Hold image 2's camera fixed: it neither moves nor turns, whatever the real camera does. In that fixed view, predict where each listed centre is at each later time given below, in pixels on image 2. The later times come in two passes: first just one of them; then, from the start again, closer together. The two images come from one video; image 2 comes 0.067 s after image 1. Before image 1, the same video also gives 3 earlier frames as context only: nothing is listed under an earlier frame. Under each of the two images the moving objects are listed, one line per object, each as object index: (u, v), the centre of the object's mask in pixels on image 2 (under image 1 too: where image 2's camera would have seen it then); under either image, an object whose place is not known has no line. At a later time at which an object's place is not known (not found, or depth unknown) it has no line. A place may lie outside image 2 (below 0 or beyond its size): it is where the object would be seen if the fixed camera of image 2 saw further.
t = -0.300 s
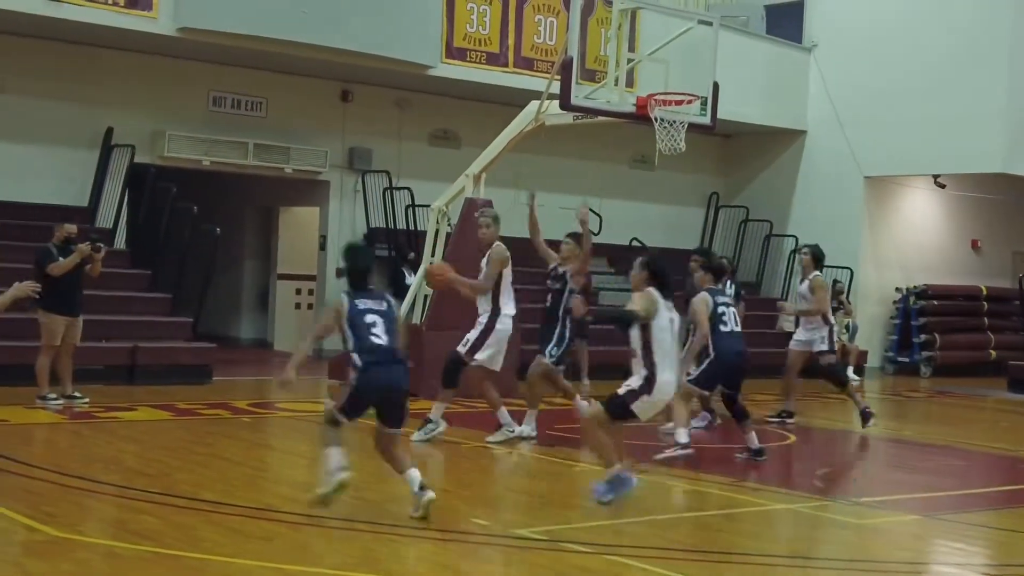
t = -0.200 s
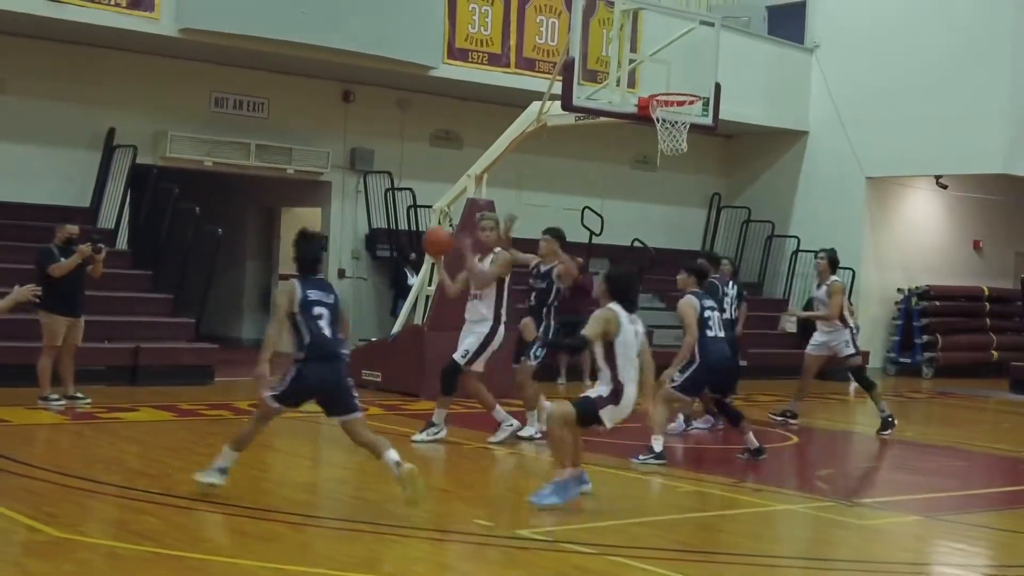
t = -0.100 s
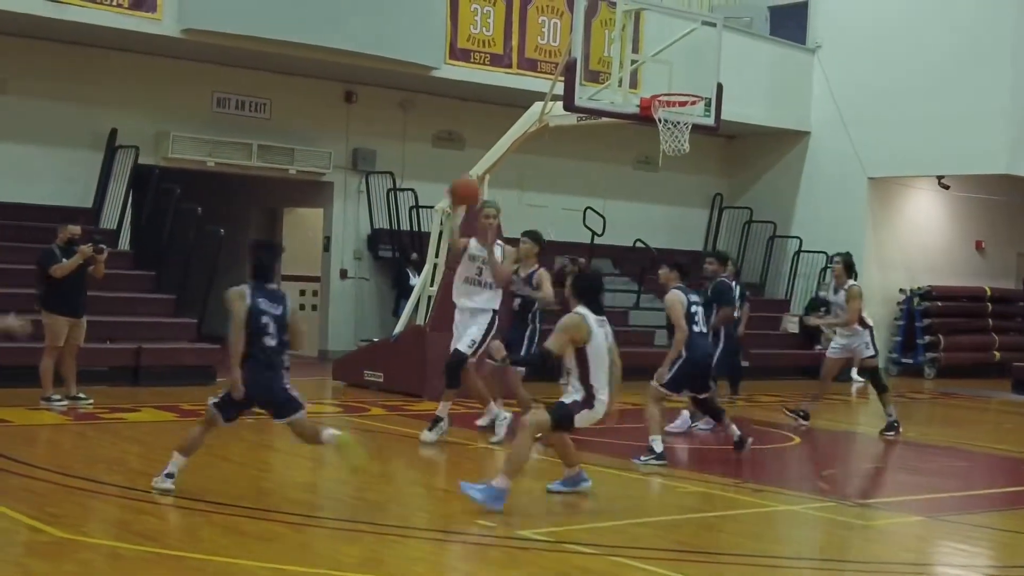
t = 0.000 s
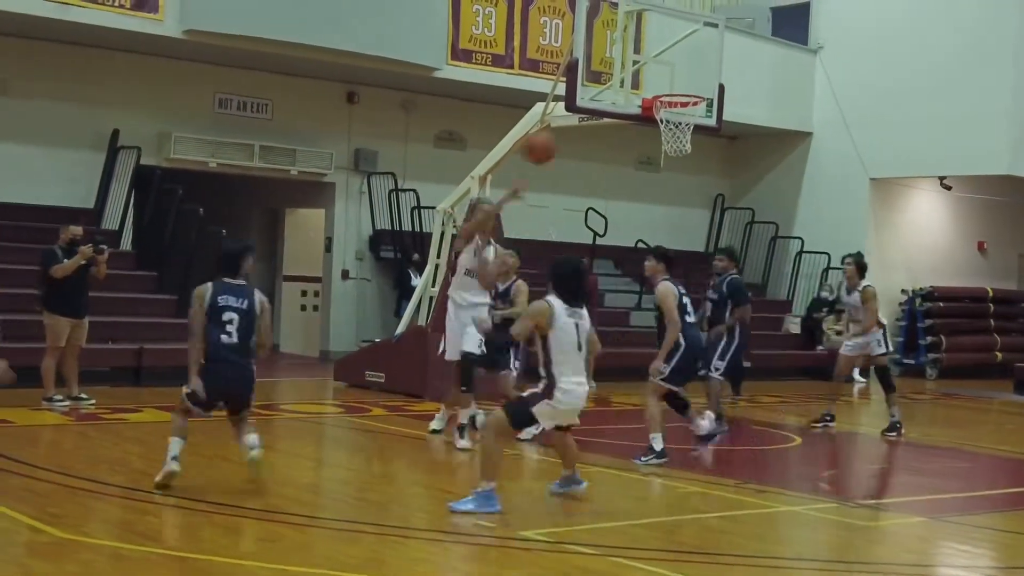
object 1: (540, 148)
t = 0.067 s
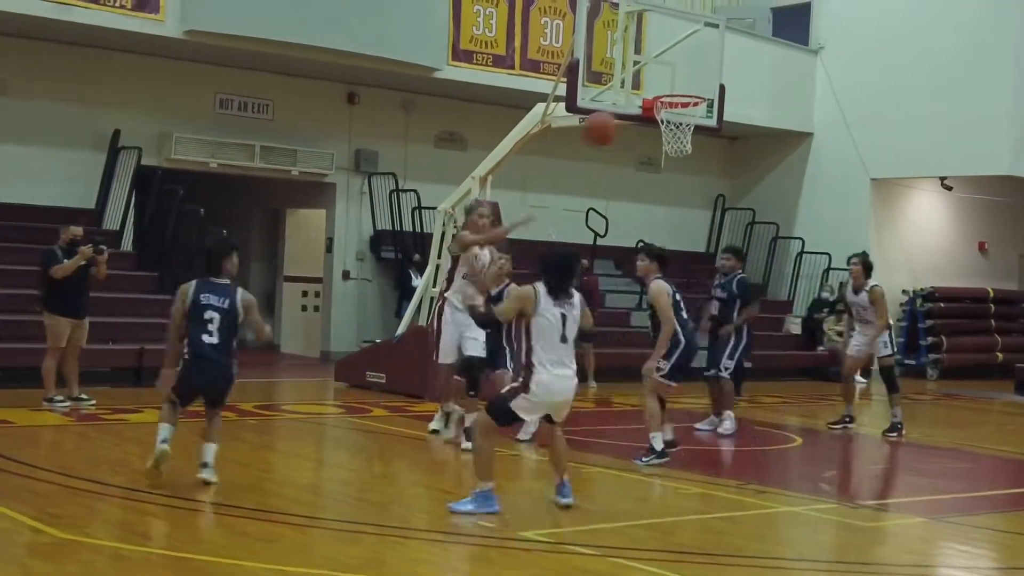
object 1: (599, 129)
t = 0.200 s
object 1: (732, 105)
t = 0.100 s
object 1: (632, 120)
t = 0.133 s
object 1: (663, 115)
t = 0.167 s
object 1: (697, 109)
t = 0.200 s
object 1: (732, 105)
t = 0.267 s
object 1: (804, 103)
